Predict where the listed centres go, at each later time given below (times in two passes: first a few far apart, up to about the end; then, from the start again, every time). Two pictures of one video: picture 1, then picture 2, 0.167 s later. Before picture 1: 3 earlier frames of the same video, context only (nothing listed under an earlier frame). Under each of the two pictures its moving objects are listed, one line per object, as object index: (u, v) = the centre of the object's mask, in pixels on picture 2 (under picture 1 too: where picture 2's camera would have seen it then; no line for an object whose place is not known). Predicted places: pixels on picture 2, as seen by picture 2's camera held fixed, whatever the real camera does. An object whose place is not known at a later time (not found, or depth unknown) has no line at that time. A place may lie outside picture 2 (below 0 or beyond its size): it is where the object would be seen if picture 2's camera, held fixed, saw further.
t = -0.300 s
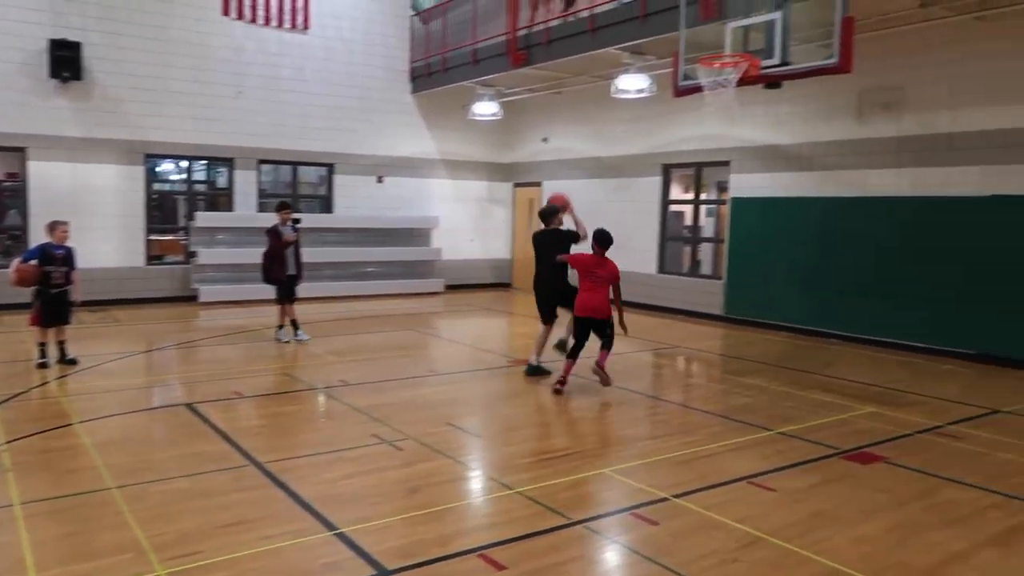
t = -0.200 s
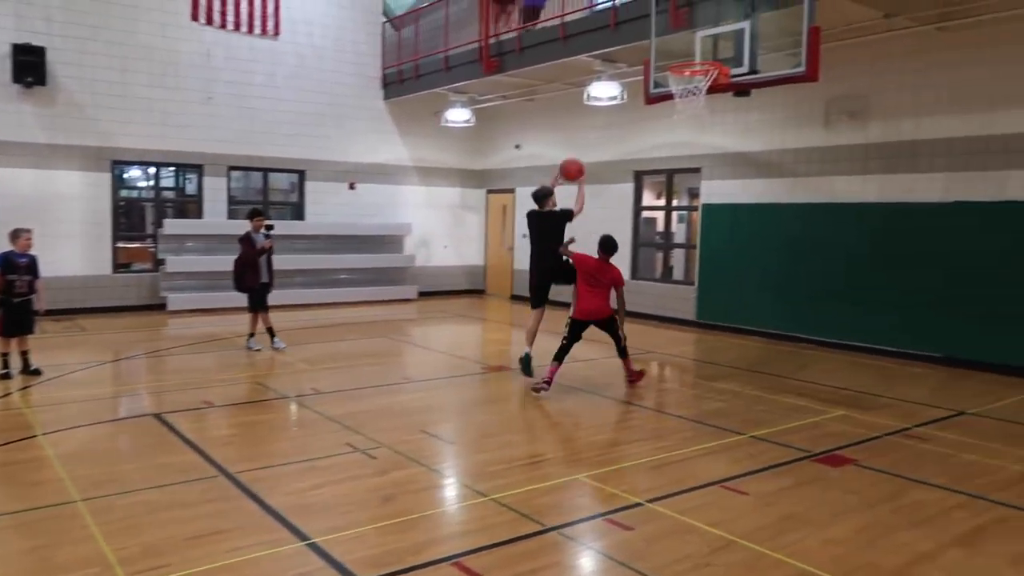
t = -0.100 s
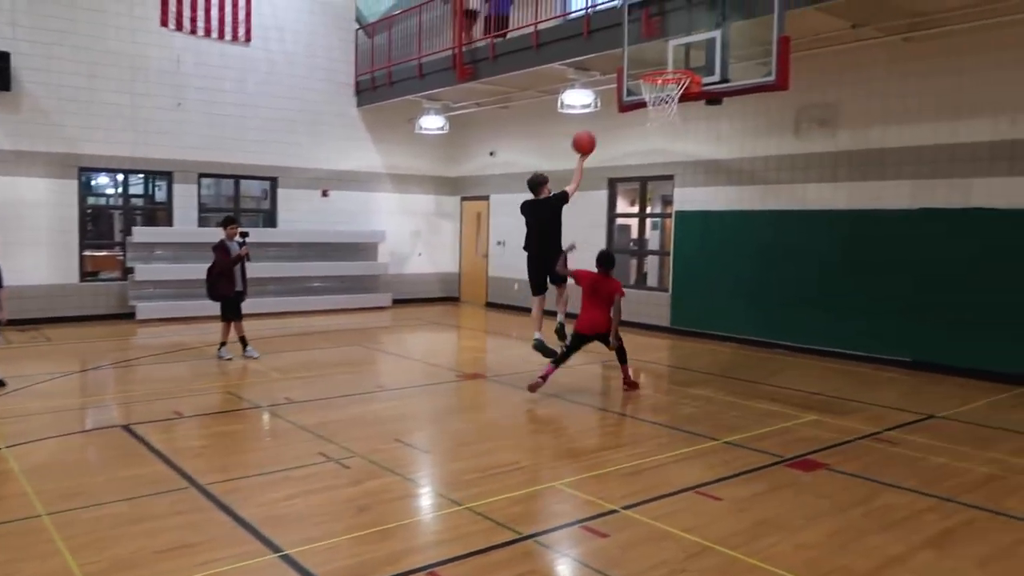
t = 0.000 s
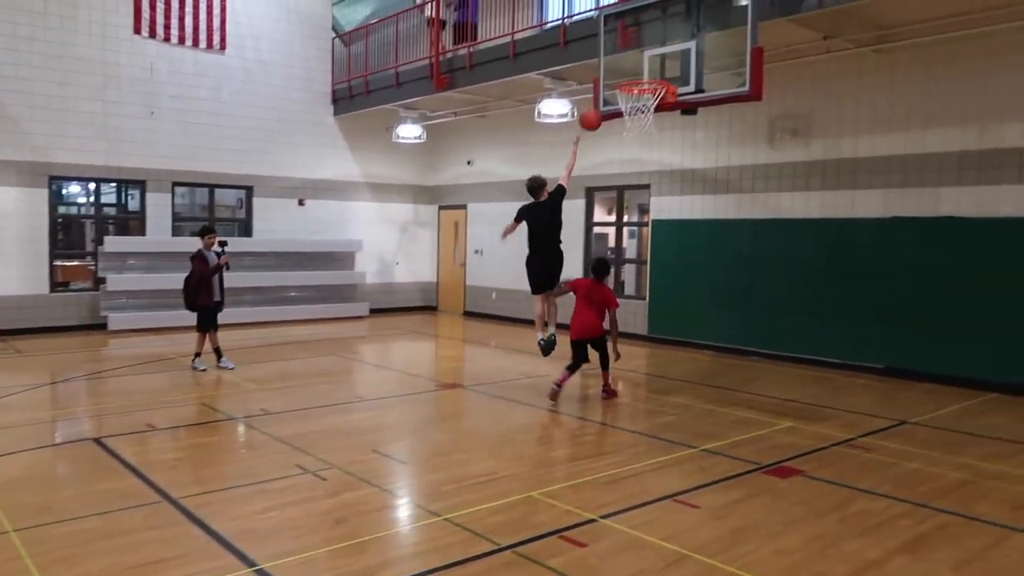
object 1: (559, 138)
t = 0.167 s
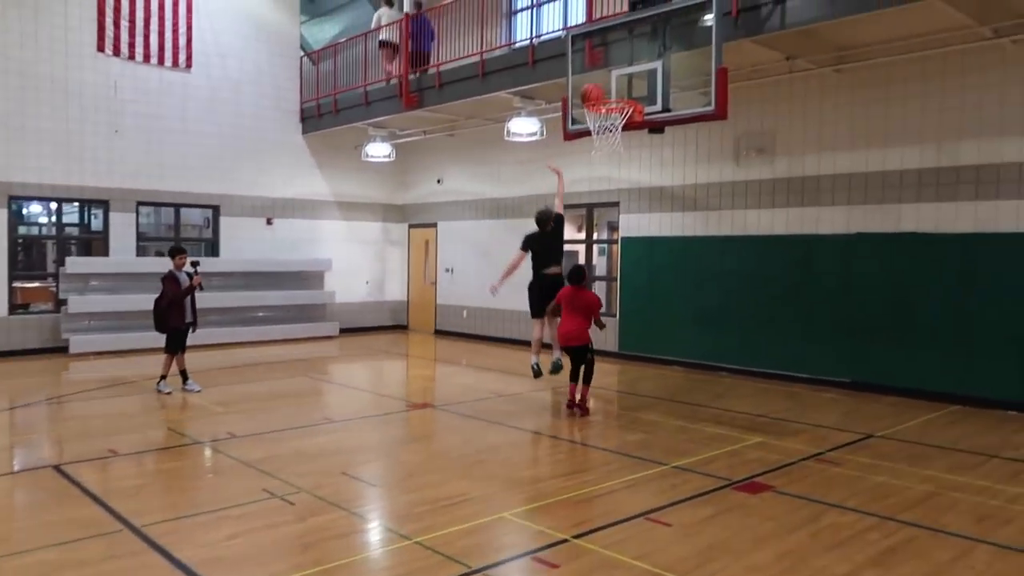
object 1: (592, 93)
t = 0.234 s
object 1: (593, 84)
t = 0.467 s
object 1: (596, 81)
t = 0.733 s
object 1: (614, 97)
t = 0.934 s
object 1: (632, 154)
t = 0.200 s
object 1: (592, 89)
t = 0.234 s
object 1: (593, 84)
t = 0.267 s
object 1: (593, 80)
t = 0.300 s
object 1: (594, 78)
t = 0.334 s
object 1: (594, 76)
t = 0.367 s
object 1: (594, 75)
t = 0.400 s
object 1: (595, 76)
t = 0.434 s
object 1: (595, 78)
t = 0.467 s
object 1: (596, 81)
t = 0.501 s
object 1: (597, 85)
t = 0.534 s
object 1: (598, 87)
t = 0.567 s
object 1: (601, 86)
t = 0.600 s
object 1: (603, 85)
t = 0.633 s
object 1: (606, 86)
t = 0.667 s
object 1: (609, 89)
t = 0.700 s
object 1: (612, 92)
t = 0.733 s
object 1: (614, 97)
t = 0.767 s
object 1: (618, 103)
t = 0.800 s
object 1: (621, 110)
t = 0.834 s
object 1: (622, 119)
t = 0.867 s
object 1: (626, 130)
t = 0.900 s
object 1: (629, 140)
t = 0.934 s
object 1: (632, 154)
